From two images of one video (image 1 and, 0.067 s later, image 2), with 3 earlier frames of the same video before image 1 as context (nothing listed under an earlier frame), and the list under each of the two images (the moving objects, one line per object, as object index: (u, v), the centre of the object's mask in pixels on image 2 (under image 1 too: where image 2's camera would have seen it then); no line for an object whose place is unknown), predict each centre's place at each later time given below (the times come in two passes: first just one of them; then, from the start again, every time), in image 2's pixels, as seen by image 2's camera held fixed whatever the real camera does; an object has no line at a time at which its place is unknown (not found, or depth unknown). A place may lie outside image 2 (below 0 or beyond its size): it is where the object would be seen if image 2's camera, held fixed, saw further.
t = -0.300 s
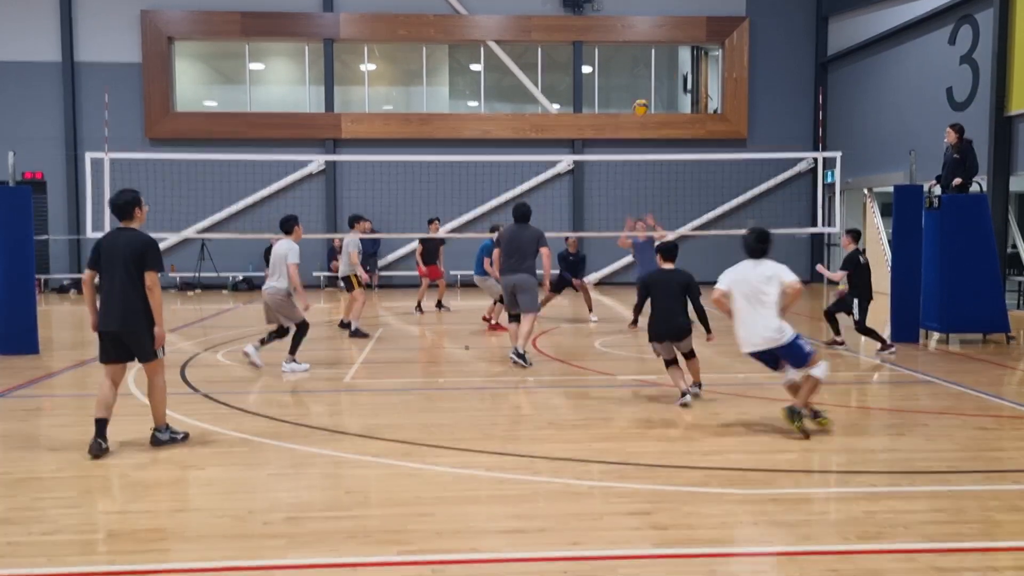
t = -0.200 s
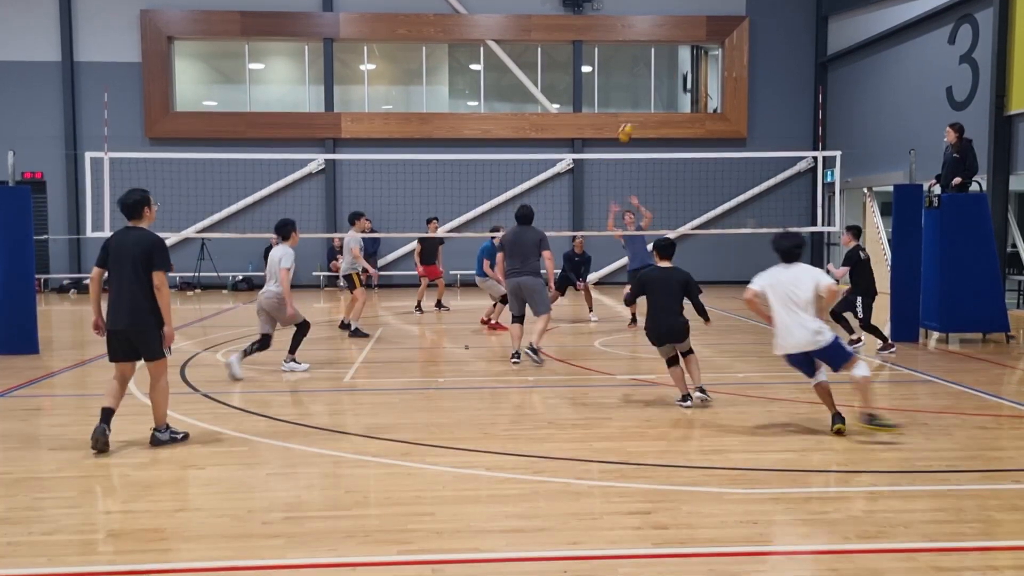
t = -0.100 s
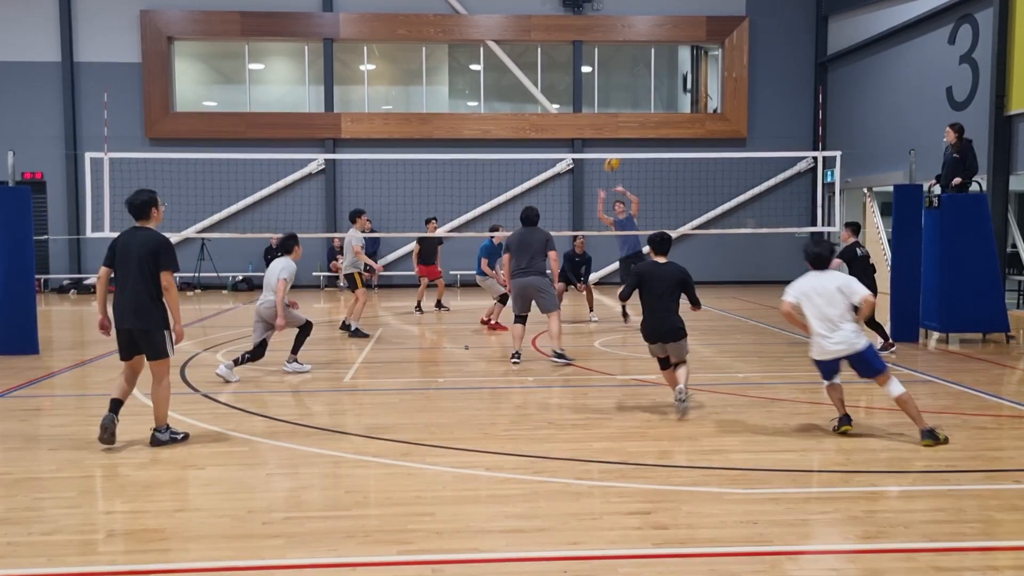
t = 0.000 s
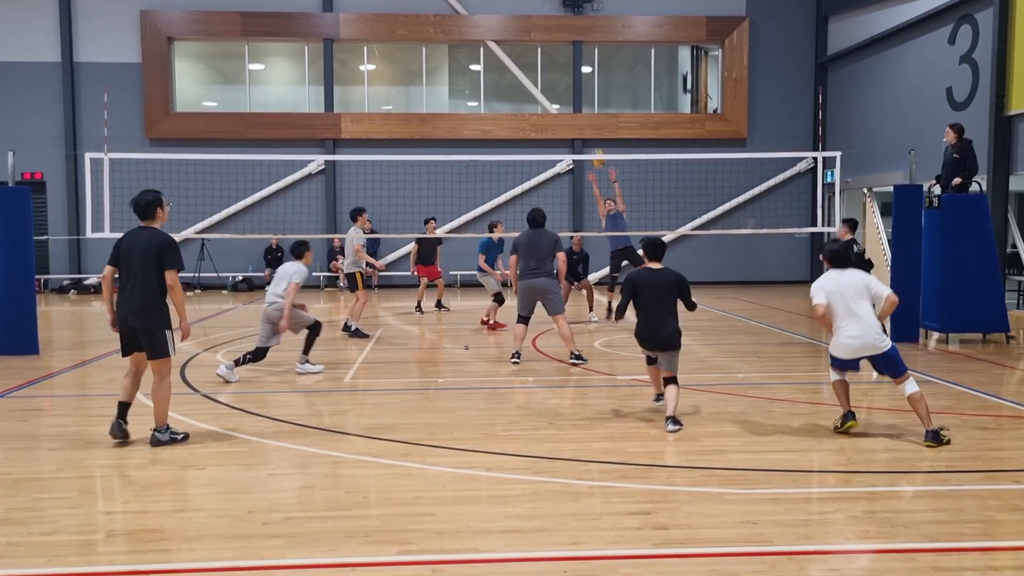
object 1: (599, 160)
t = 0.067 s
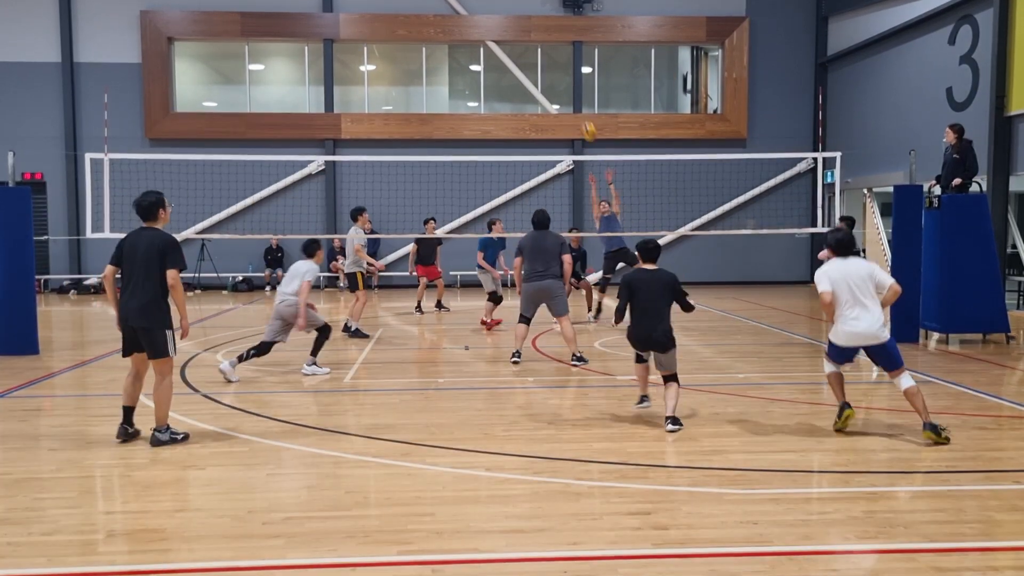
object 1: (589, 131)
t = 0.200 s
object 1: (570, 85)
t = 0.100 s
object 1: (584, 118)
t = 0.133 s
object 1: (579, 106)
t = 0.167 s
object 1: (575, 95)
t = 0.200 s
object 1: (570, 85)
